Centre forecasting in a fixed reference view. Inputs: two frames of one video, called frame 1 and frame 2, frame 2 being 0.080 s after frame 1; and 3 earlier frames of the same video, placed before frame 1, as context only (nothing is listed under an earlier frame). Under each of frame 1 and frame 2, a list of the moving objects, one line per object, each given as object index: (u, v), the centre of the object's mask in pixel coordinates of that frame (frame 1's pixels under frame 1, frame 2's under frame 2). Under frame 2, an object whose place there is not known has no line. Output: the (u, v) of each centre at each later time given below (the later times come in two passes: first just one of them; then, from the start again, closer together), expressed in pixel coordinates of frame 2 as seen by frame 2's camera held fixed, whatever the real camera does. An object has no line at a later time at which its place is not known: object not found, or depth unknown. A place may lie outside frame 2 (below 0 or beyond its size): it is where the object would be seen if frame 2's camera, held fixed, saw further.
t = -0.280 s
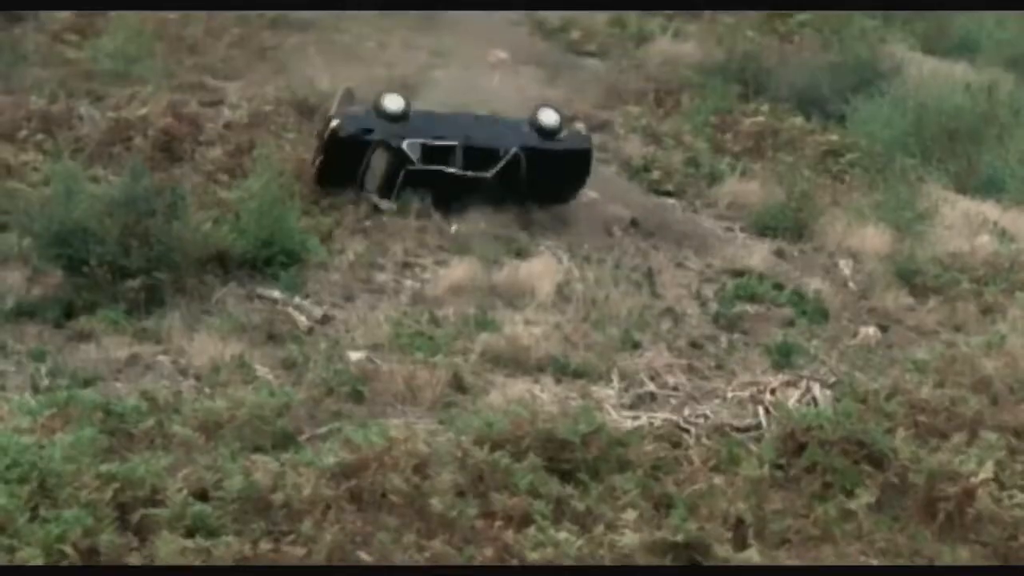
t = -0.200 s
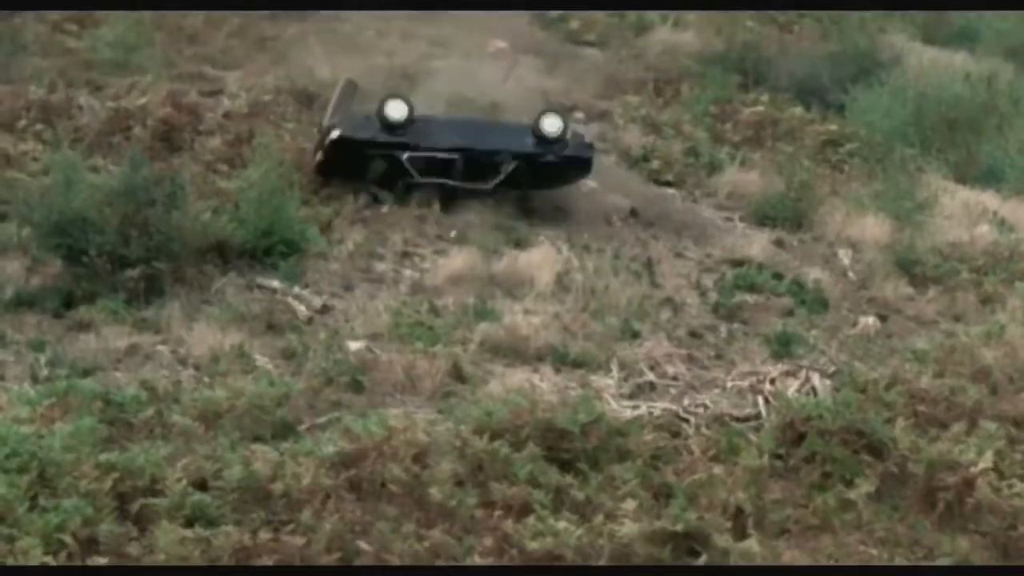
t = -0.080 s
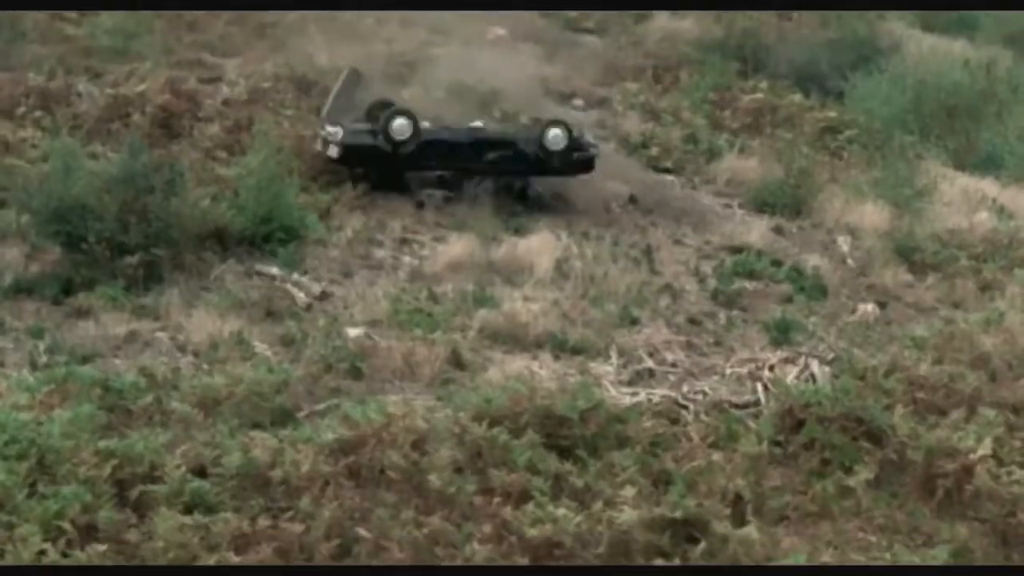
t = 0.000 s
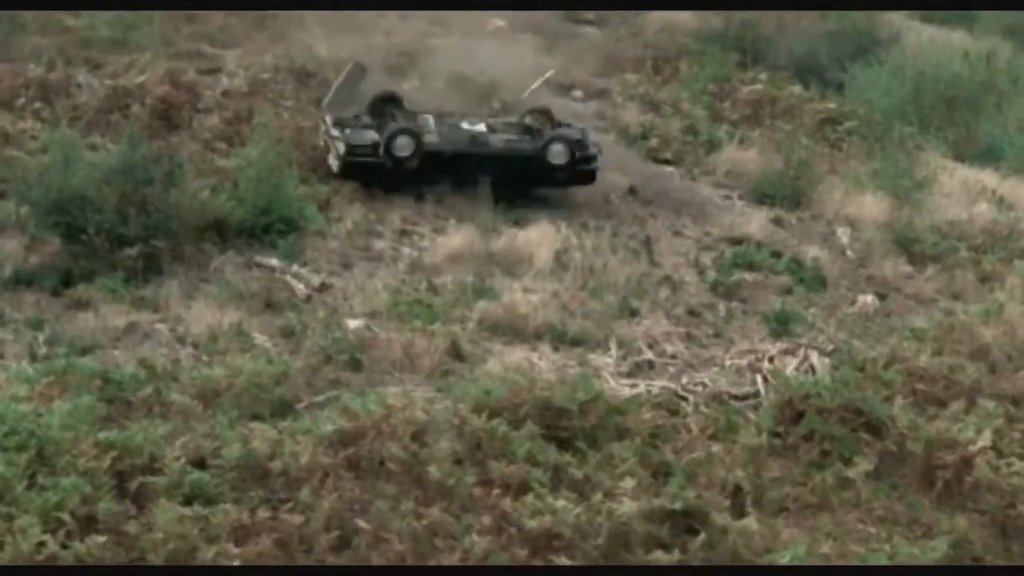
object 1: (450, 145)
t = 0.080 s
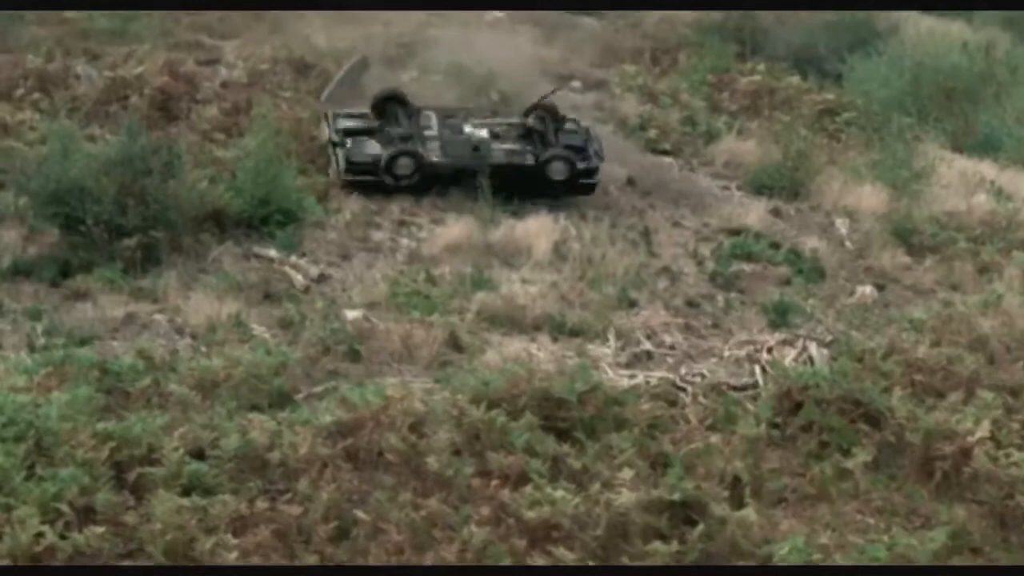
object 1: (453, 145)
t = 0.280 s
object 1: (468, 156)
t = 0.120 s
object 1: (456, 148)
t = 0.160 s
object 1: (460, 150)
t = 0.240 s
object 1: (466, 154)
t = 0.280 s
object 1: (468, 156)
